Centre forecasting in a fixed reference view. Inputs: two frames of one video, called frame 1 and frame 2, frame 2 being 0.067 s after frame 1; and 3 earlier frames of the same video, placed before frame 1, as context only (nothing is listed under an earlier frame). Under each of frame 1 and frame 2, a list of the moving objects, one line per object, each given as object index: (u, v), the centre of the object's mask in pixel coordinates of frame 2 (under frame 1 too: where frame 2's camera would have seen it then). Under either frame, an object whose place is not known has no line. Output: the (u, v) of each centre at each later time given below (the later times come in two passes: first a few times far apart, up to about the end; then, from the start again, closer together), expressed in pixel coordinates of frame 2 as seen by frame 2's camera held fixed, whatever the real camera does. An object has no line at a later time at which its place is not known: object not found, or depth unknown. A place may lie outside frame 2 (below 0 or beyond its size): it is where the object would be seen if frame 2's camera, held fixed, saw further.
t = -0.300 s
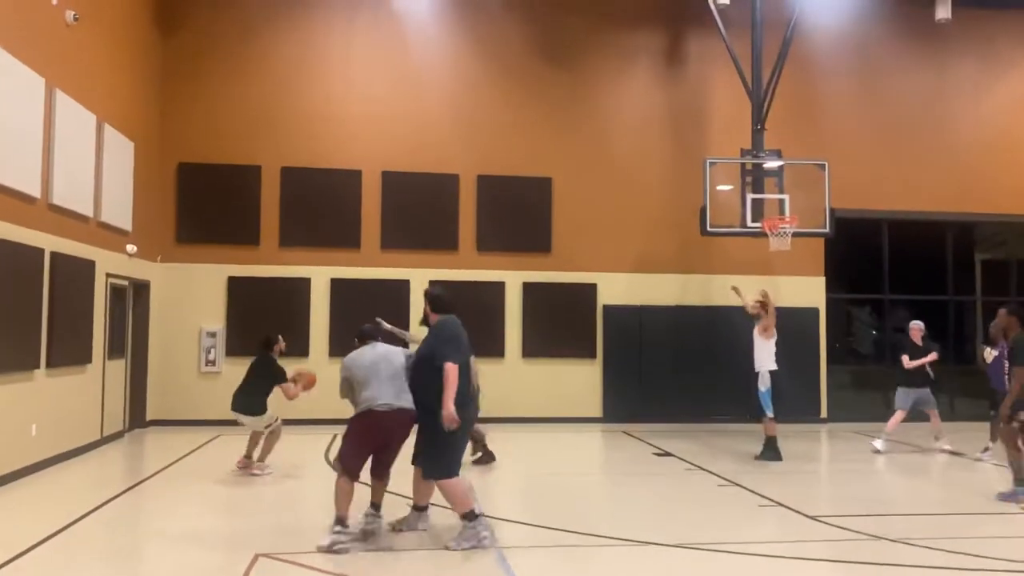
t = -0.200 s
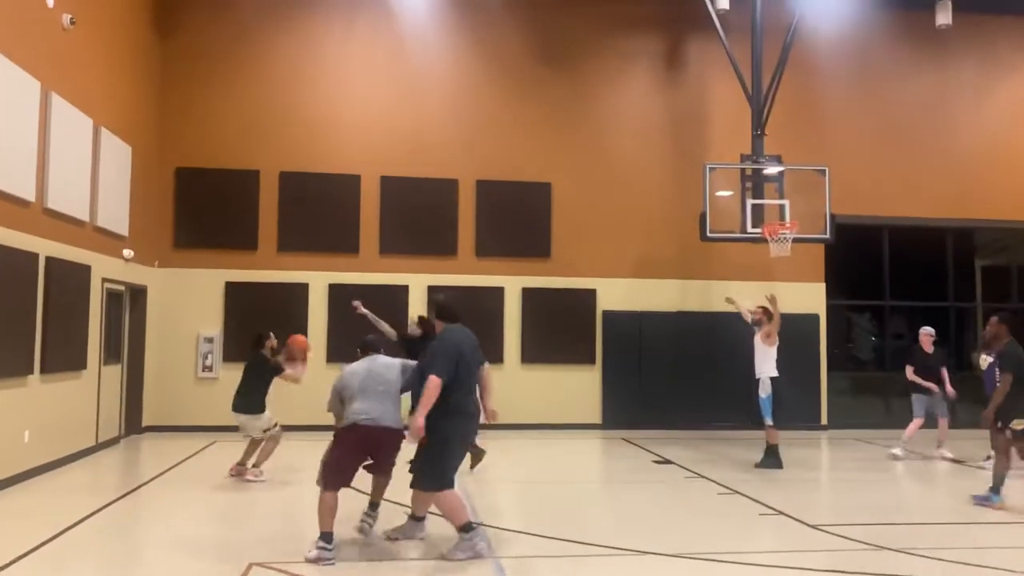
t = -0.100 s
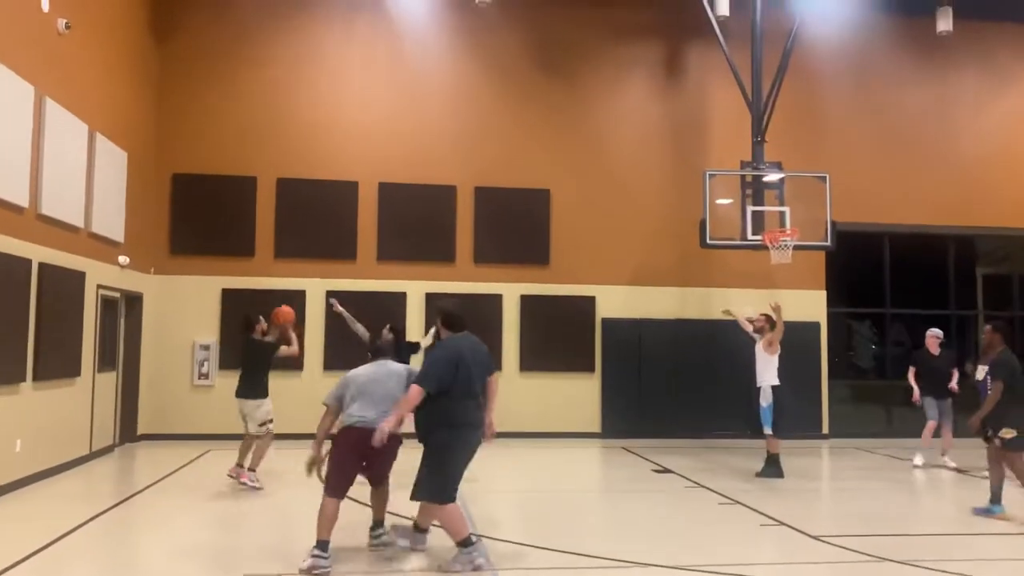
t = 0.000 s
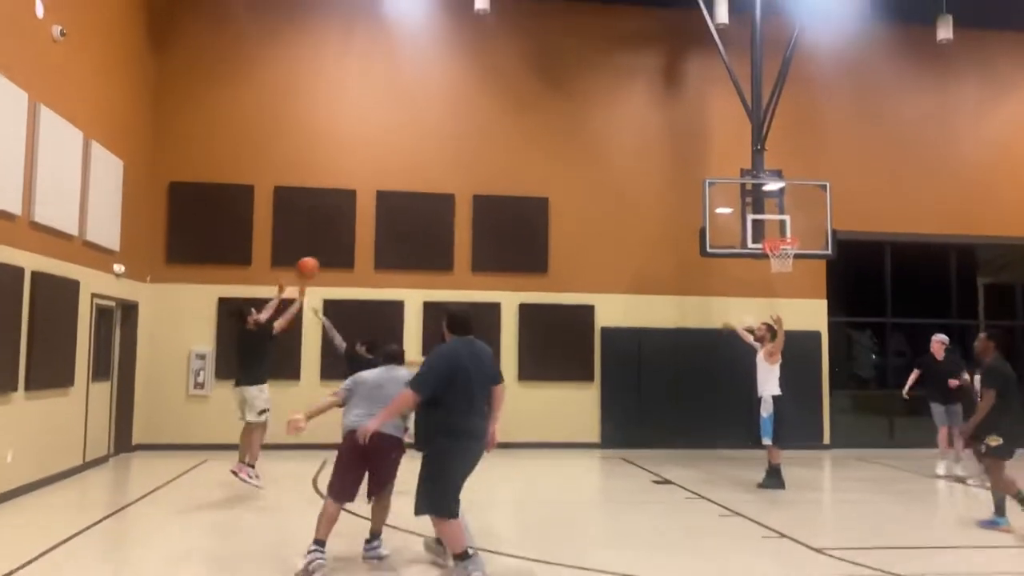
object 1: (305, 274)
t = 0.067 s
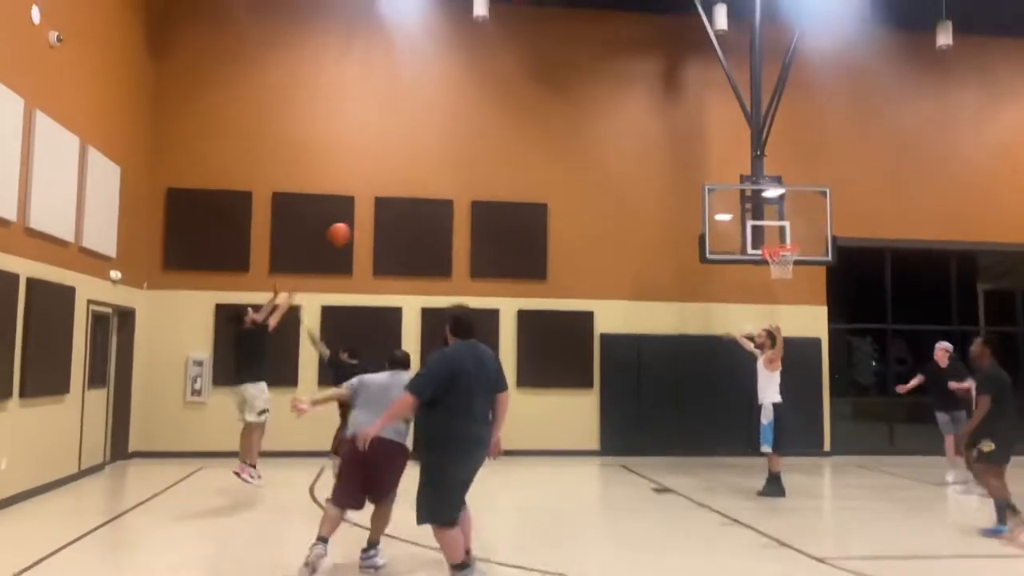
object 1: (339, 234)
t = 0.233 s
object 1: (415, 159)
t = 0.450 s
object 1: (505, 101)
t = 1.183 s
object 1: (751, 192)
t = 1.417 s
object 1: (788, 273)
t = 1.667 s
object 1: (779, 384)
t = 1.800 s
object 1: (777, 460)
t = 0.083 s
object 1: (345, 225)
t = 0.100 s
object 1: (355, 216)
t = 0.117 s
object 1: (364, 207)
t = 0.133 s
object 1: (371, 201)
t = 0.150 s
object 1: (379, 194)
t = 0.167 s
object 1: (385, 187)
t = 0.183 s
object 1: (393, 178)
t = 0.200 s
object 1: (401, 171)
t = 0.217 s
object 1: (408, 164)
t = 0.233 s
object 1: (415, 159)
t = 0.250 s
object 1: (423, 152)
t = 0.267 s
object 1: (430, 146)
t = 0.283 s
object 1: (438, 141)
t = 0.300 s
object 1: (445, 135)
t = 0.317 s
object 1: (452, 131)
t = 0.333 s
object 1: (459, 126)
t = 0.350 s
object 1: (465, 122)
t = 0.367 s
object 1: (471, 119)
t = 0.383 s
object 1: (478, 115)
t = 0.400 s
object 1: (486, 111)
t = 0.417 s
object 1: (493, 107)
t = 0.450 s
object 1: (505, 101)
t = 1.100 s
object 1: (725, 163)
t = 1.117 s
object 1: (730, 168)
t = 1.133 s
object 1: (734, 173)
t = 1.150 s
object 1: (739, 179)
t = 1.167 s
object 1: (746, 186)
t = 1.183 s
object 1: (751, 192)
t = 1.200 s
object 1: (752, 195)
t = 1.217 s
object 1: (757, 201)
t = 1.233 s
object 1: (763, 209)
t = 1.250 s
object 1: (769, 212)
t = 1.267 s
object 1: (771, 216)
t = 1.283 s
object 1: (776, 232)
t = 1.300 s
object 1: (781, 237)
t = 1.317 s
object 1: (785, 242)
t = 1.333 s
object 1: (789, 250)
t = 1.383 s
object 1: (788, 266)
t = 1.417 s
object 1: (788, 273)
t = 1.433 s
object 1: (788, 278)
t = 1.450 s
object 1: (786, 289)
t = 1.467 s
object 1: (785, 295)
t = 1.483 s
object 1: (785, 302)
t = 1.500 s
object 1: (784, 309)
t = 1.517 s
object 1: (784, 315)
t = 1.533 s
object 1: (783, 322)
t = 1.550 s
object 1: (782, 328)
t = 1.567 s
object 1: (782, 336)
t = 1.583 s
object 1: (781, 345)
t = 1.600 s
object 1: (780, 352)
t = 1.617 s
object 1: (780, 359)
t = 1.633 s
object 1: (779, 368)
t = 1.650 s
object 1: (779, 376)
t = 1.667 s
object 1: (779, 384)
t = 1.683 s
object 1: (779, 393)
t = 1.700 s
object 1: (778, 402)
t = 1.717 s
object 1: (778, 411)
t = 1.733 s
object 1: (777, 421)
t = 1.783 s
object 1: (776, 449)
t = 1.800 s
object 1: (777, 460)
